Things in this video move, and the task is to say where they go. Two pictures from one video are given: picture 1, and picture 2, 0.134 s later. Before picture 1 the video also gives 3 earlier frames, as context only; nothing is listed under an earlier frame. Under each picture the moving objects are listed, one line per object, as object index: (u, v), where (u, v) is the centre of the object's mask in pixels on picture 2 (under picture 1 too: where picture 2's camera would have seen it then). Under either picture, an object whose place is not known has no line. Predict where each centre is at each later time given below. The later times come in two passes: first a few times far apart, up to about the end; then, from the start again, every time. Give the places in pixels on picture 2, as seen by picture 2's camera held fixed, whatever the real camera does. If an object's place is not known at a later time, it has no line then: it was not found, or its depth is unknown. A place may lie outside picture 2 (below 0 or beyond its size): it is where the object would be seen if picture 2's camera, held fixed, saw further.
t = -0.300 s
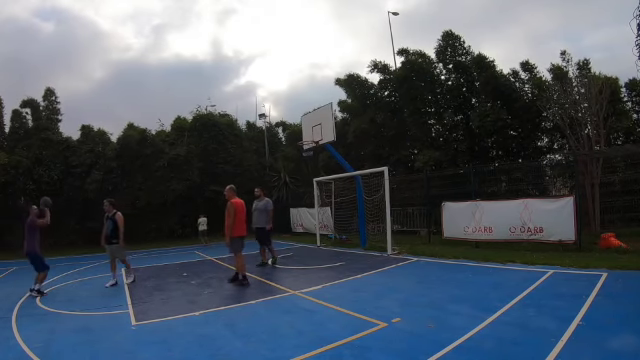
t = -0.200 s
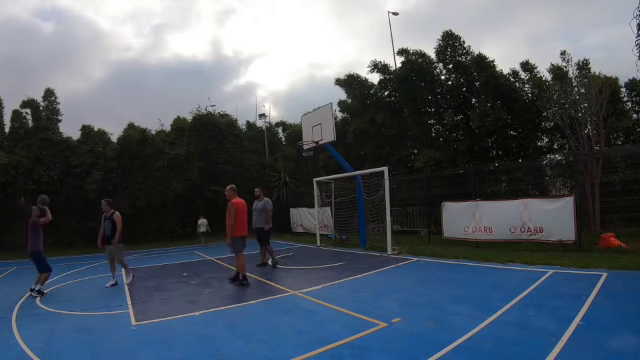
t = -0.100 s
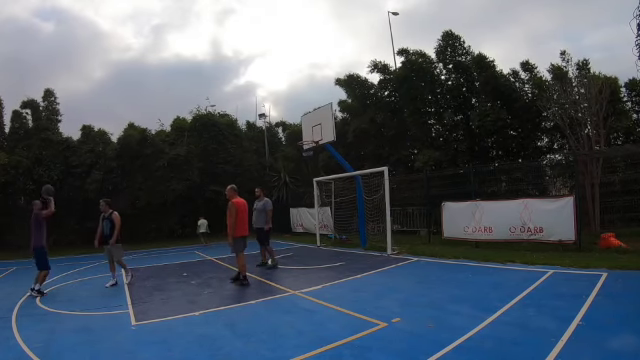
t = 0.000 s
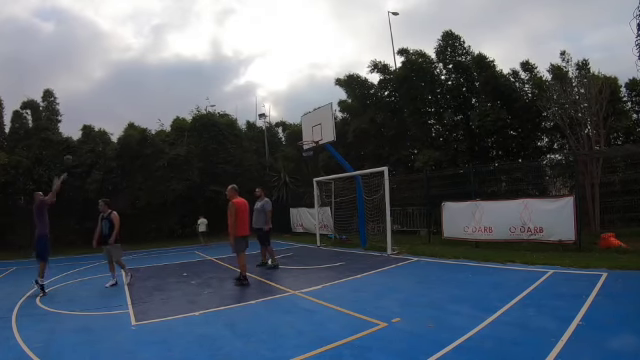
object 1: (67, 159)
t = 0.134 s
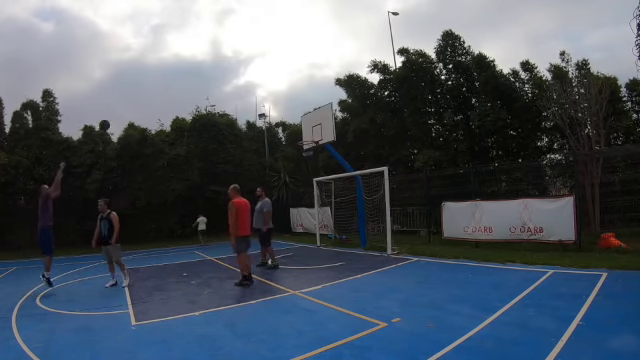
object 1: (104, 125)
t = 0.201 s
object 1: (122, 111)
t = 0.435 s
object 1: (182, 82)
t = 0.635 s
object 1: (228, 79)
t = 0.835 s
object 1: (270, 92)
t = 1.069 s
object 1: (315, 124)
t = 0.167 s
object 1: (113, 118)
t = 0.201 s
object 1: (122, 111)
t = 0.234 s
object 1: (131, 105)
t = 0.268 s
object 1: (140, 100)
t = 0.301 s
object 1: (149, 95)
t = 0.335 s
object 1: (157, 91)
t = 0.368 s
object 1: (165, 88)
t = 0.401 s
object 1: (174, 85)
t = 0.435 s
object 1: (182, 82)
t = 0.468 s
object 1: (190, 81)
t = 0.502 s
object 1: (198, 79)
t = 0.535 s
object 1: (206, 79)
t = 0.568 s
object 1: (213, 78)
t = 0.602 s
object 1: (221, 78)
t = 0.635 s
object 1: (228, 79)
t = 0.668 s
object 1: (235, 80)
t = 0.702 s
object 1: (242, 82)
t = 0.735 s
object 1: (250, 84)
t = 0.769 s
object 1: (256, 86)
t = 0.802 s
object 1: (263, 89)
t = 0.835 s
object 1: (270, 92)
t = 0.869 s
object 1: (277, 95)
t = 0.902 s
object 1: (283, 99)
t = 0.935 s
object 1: (290, 103)
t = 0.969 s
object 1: (296, 108)
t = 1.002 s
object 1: (302, 113)
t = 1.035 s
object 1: (308, 118)
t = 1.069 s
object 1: (315, 124)
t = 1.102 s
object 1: (314, 128)
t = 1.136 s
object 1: (310, 132)
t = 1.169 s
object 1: (306, 136)
